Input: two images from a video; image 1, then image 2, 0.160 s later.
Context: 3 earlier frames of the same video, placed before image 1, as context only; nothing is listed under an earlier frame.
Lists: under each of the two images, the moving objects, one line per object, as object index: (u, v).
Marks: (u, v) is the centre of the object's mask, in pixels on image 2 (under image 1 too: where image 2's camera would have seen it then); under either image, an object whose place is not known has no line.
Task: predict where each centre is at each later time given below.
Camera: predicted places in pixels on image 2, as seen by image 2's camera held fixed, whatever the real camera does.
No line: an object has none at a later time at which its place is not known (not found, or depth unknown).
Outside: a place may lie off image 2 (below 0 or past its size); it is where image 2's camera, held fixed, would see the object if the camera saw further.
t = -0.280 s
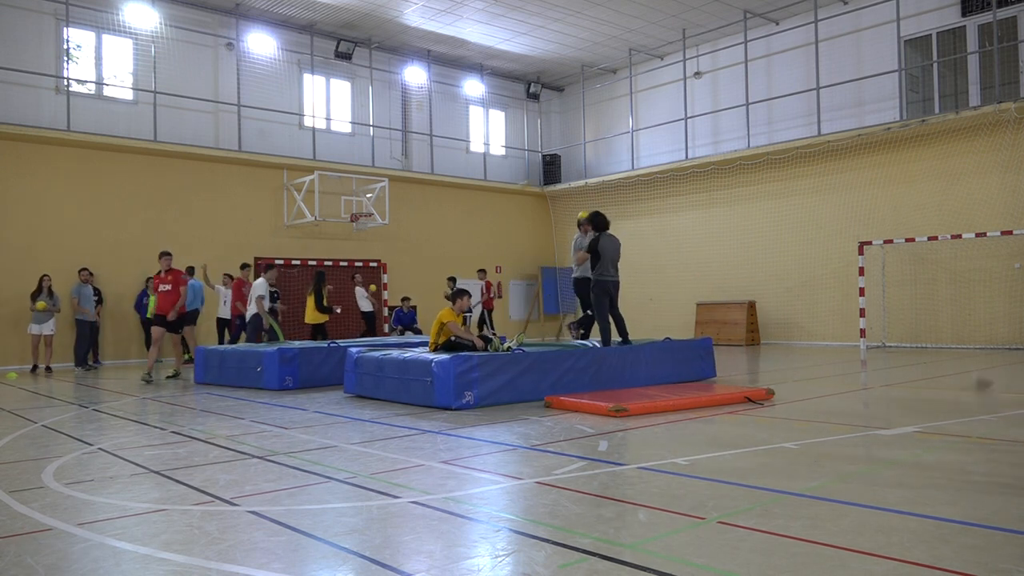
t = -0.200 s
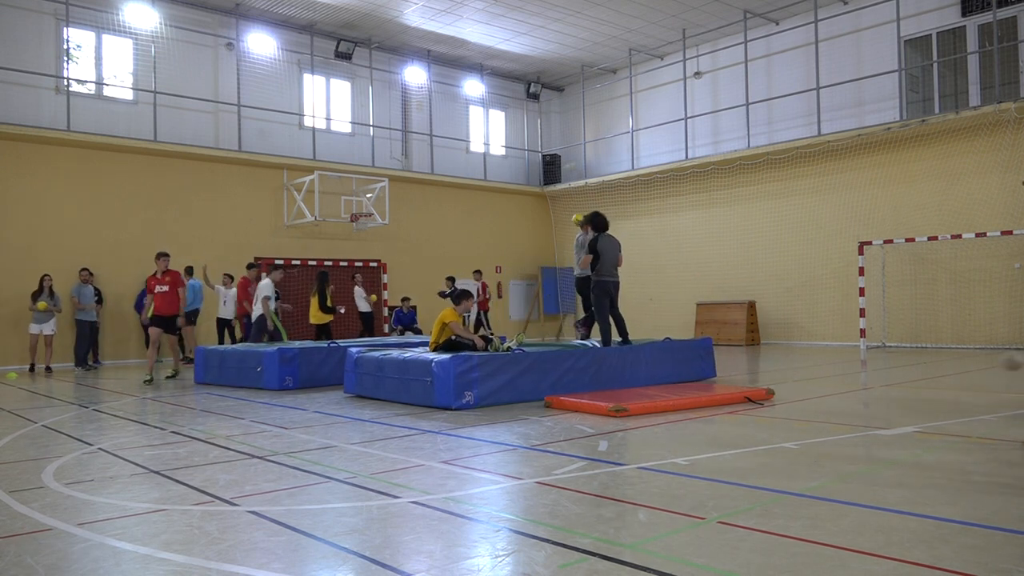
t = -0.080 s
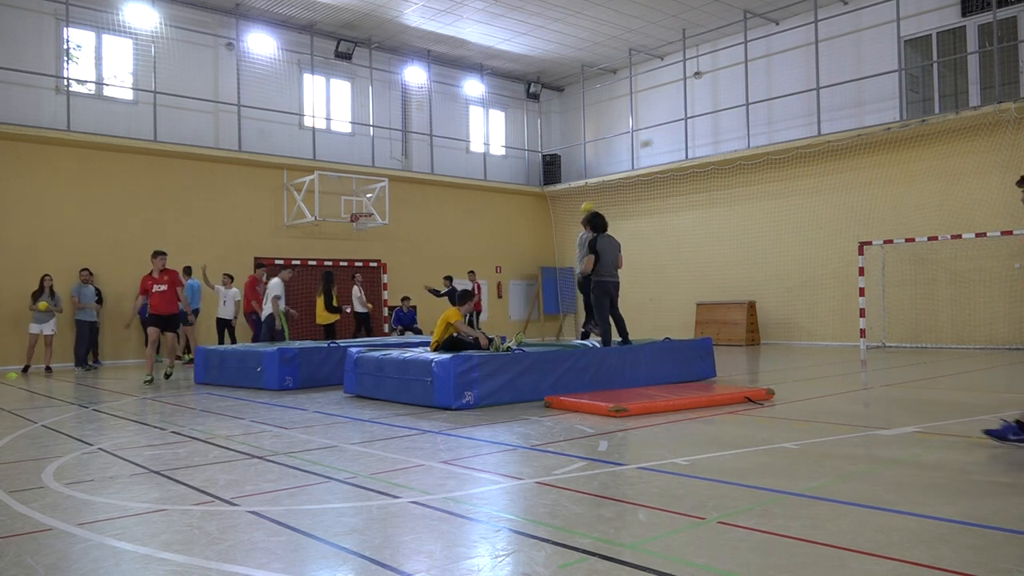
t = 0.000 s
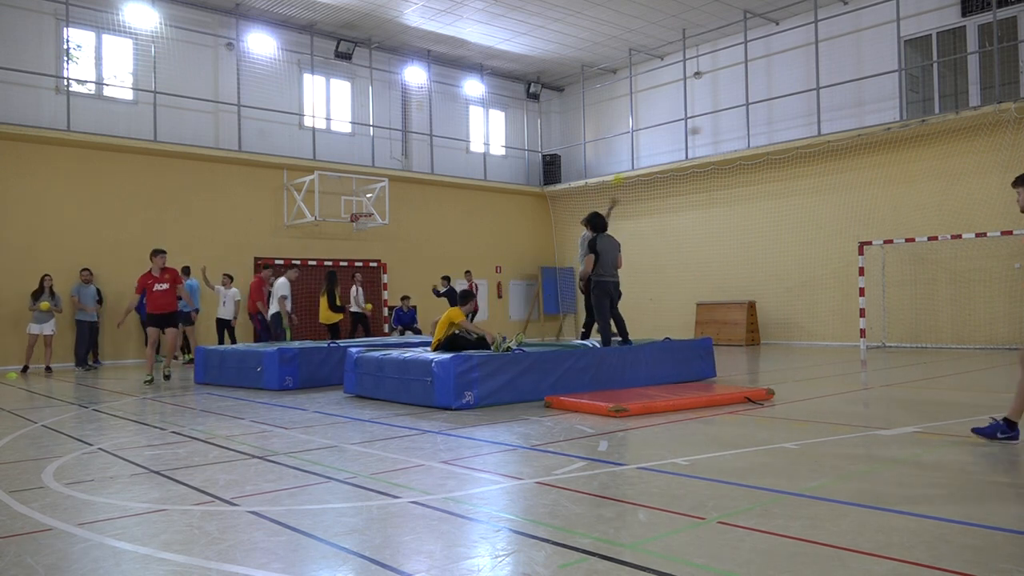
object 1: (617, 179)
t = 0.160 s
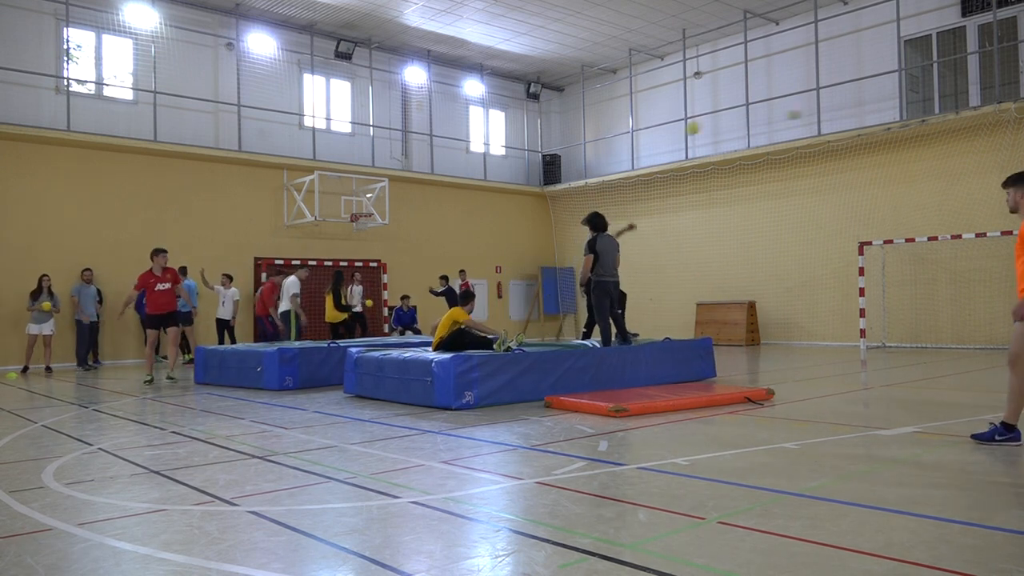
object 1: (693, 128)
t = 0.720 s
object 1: (1018, 94)
